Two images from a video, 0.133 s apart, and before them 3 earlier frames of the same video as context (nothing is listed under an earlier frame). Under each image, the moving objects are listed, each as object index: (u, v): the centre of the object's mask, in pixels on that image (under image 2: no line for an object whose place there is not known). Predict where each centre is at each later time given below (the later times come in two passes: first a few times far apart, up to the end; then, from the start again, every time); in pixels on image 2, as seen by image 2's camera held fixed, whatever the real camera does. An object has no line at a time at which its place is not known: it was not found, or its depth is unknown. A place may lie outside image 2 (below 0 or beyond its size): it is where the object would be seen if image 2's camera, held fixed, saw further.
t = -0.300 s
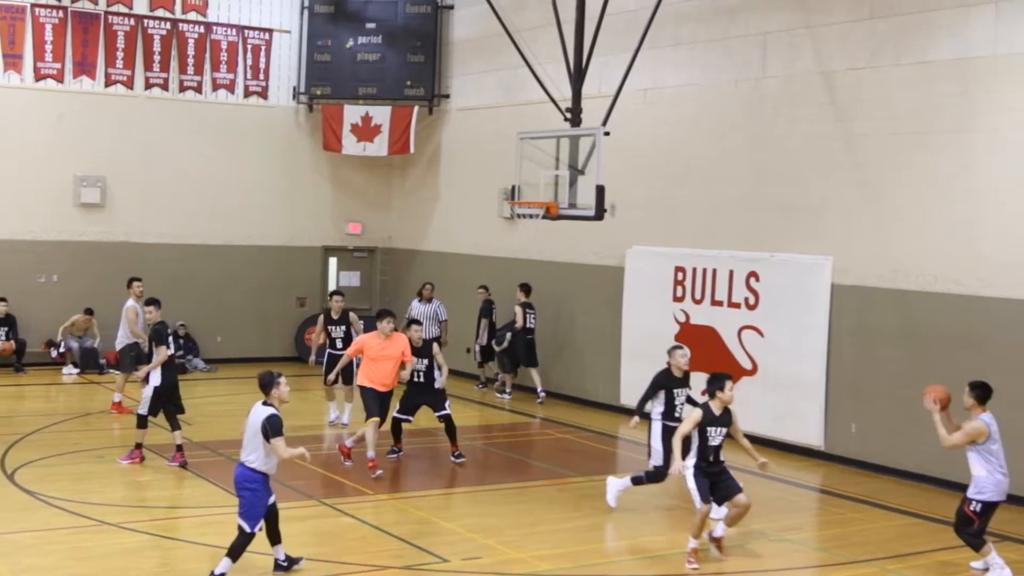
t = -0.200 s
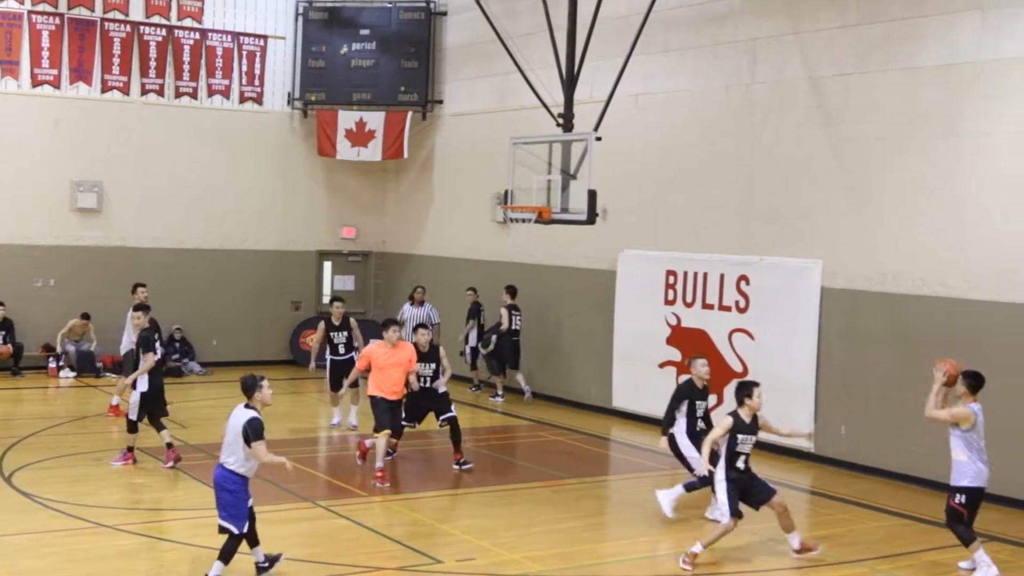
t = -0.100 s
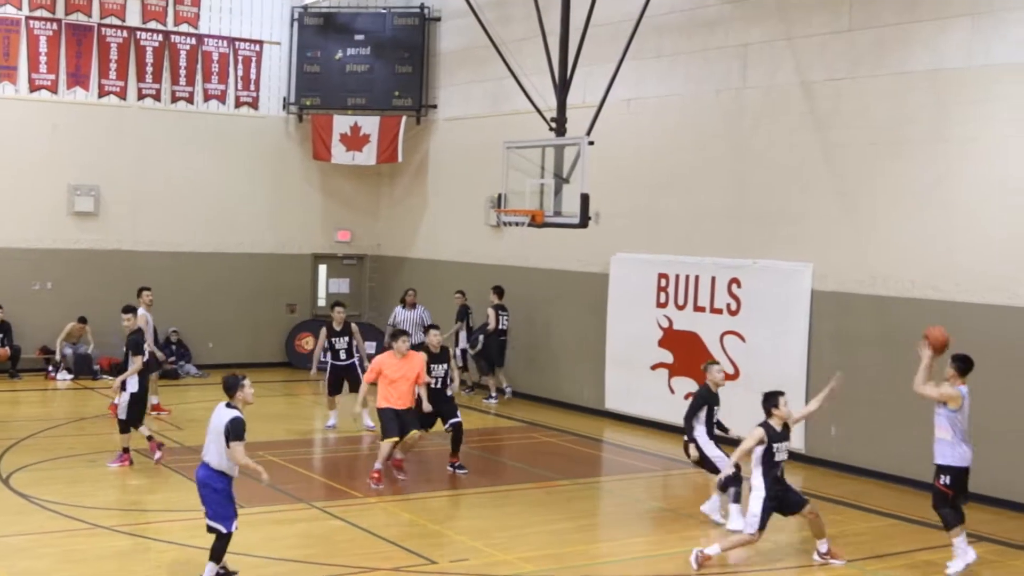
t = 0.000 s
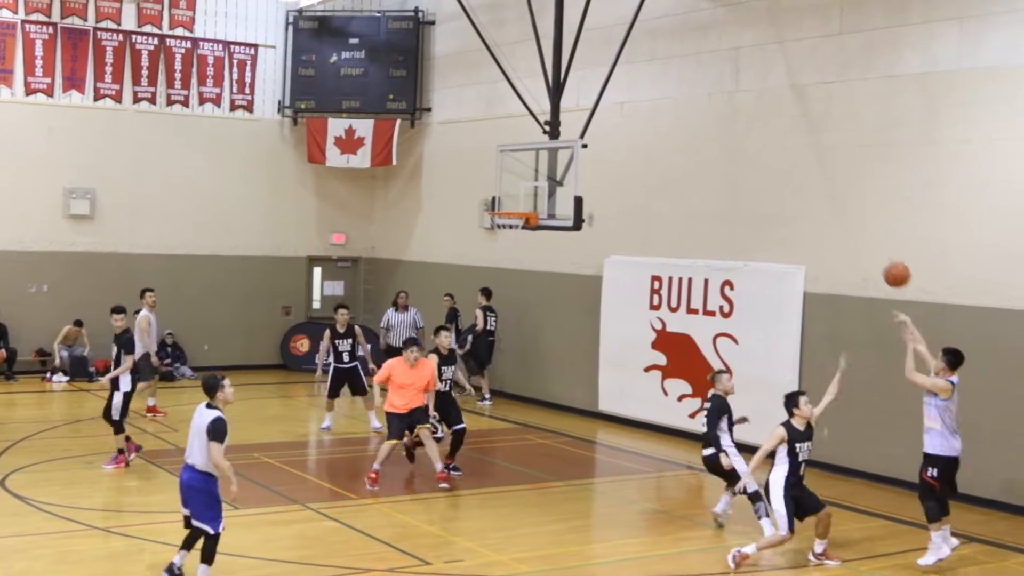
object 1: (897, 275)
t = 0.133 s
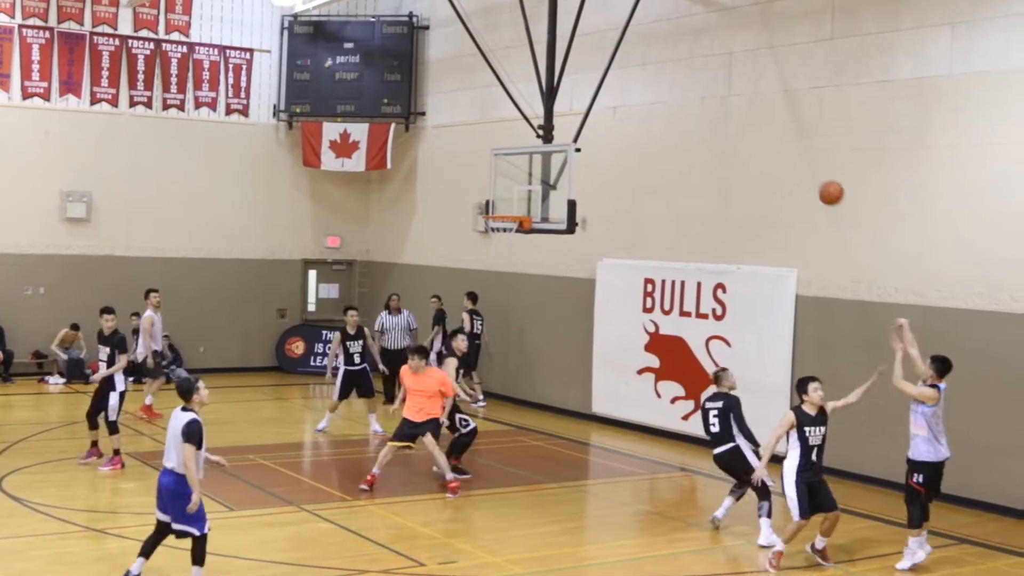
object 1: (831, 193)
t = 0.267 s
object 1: (778, 132)
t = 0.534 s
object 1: (685, 75)
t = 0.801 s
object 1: (605, 86)
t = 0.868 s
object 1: (586, 98)
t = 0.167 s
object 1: (817, 175)
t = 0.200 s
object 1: (804, 160)
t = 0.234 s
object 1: (791, 145)
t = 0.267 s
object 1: (778, 132)
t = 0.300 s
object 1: (766, 121)
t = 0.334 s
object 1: (754, 111)
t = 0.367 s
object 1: (741, 102)
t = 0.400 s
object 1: (730, 94)
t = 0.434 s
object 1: (718, 87)
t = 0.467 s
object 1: (707, 82)
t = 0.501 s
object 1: (696, 78)
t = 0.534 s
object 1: (685, 75)
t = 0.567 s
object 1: (675, 73)
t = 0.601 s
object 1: (664, 72)
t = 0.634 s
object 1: (654, 72)
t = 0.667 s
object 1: (644, 73)
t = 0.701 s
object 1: (633, 75)
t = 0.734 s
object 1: (624, 78)
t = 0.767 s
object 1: (614, 82)
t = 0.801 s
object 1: (605, 86)
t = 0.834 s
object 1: (596, 91)
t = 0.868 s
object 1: (586, 98)
